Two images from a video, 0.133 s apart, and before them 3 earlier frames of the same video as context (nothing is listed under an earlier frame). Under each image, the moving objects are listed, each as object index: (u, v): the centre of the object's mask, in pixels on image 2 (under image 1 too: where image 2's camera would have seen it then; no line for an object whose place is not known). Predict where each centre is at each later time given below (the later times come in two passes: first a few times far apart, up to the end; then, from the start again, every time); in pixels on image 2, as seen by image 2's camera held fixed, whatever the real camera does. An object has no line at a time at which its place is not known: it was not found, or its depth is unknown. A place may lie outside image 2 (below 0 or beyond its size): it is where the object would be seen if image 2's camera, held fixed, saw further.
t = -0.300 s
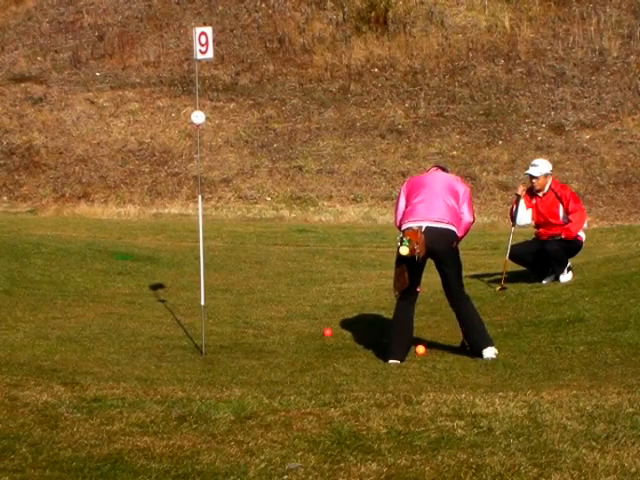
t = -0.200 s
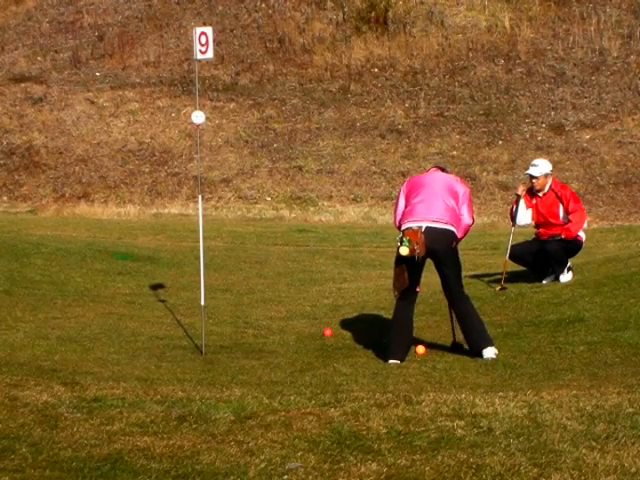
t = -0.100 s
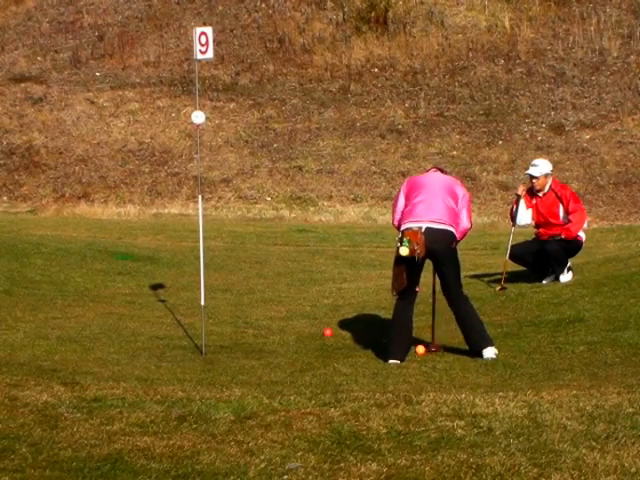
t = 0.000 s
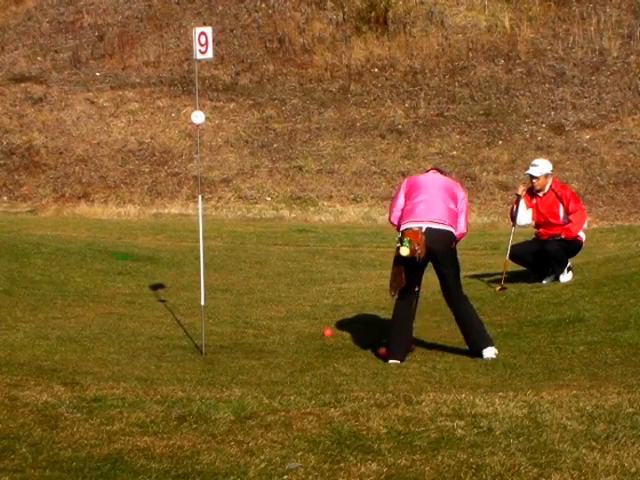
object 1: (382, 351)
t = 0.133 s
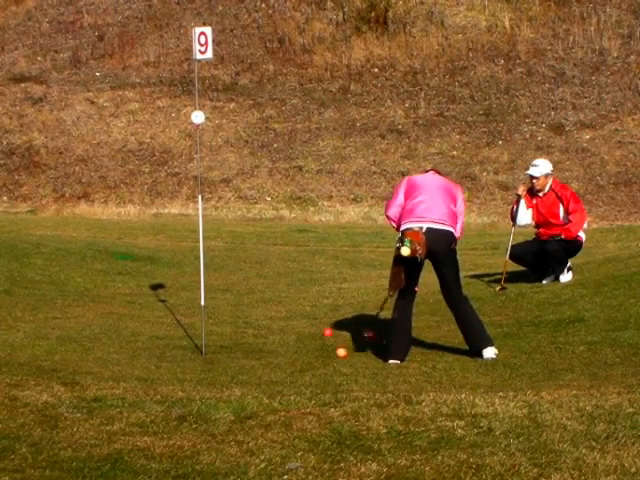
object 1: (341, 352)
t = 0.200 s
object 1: (323, 353)
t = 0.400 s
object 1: (273, 353)
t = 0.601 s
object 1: (227, 352)
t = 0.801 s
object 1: (190, 352)
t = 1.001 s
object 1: (164, 349)
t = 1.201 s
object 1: (143, 346)
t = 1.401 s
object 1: (129, 345)
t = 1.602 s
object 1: (121, 344)
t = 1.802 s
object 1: (119, 343)
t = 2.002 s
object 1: (120, 343)
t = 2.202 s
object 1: (122, 343)
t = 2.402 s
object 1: (122, 343)
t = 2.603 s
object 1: (121, 343)
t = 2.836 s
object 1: (121, 343)
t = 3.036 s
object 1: (121, 343)
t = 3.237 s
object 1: (121, 343)
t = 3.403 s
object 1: (122, 343)
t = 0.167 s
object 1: (332, 353)
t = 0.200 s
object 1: (323, 353)
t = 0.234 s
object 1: (314, 353)
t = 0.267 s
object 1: (306, 353)
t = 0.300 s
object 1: (297, 352)
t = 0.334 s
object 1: (289, 353)
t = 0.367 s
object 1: (281, 352)
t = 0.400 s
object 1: (273, 353)
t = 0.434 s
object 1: (265, 352)
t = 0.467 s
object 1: (257, 352)
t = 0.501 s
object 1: (249, 352)
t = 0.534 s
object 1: (242, 353)
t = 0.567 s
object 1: (234, 352)
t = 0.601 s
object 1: (227, 352)
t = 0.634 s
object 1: (220, 351)
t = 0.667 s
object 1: (213, 351)
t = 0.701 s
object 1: (207, 352)
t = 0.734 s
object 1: (200, 353)
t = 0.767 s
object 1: (194, 353)
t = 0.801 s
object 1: (190, 352)
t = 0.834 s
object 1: (185, 350)
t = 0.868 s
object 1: (181, 349)
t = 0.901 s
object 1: (176, 349)
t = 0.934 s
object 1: (172, 350)
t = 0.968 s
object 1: (168, 348)
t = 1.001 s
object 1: (164, 349)
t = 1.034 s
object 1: (161, 349)
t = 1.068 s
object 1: (157, 347)
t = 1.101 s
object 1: (153, 348)
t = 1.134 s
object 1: (150, 347)
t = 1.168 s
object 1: (147, 347)
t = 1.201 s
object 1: (143, 346)
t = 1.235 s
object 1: (141, 346)
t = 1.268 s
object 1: (138, 346)
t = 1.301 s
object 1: (135, 346)
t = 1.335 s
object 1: (133, 345)
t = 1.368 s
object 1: (131, 345)
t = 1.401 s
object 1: (129, 345)
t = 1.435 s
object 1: (127, 345)
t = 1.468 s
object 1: (126, 344)
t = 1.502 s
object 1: (124, 344)
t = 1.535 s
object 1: (123, 344)
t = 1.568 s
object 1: (122, 344)
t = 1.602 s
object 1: (121, 344)
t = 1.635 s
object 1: (120, 343)
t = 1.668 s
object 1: (119, 343)
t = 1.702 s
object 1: (119, 343)
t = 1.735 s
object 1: (119, 343)
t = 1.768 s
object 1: (119, 343)
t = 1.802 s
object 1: (119, 343)
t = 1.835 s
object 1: (119, 343)
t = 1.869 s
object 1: (119, 343)
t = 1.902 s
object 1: (119, 343)
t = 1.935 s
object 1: (120, 343)
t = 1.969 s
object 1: (120, 343)
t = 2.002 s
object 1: (120, 343)
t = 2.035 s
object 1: (121, 343)
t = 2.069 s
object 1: (121, 343)
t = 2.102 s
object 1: (121, 343)
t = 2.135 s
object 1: (121, 343)
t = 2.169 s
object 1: (121, 343)
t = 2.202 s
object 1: (122, 343)
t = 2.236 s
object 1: (121, 343)
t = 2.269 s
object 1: (121, 343)
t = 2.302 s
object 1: (121, 343)
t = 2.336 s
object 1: (122, 343)
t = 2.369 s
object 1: (122, 343)
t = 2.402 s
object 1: (122, 343)
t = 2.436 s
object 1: (121, 343)
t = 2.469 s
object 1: (121, 343)
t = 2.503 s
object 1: (121, 343)
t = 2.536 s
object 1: (121, 343)
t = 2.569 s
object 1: (121, 343)
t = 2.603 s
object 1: (121, 343)
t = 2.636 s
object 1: (121, 343)
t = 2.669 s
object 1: (121, 343)
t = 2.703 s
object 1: (121, 343)
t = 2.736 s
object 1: (121, 343)
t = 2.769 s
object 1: (121, 343)
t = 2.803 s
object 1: (121, 343)
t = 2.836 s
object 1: (121, 343)
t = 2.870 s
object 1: (121, 343)
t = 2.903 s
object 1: (121, 343)
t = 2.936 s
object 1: (121, 343)
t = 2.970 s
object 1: (121, 343)
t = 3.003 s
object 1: (121, 343)
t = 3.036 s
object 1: (121, 343)
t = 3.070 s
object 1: (122, 343)
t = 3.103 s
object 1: (122, 343)
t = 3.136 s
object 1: (121, 343)
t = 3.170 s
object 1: (122, 343)
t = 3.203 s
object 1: (122, 343)
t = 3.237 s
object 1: (121, 343)
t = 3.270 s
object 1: (121, 343)
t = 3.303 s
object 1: (122, 343)
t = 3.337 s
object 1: (122, 343)
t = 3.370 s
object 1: (122, 343)
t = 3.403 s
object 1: (122, 343)
